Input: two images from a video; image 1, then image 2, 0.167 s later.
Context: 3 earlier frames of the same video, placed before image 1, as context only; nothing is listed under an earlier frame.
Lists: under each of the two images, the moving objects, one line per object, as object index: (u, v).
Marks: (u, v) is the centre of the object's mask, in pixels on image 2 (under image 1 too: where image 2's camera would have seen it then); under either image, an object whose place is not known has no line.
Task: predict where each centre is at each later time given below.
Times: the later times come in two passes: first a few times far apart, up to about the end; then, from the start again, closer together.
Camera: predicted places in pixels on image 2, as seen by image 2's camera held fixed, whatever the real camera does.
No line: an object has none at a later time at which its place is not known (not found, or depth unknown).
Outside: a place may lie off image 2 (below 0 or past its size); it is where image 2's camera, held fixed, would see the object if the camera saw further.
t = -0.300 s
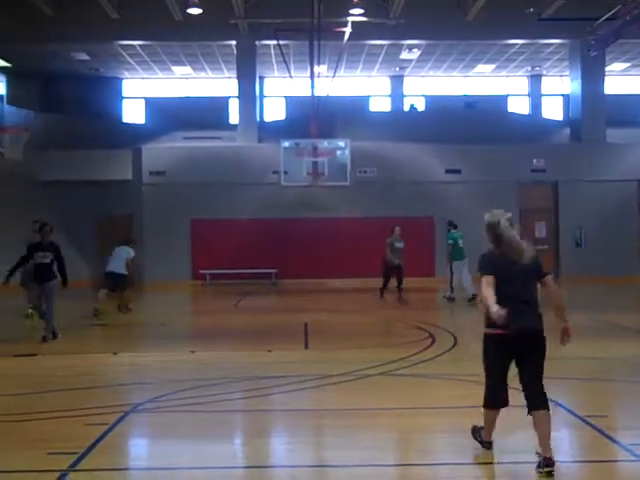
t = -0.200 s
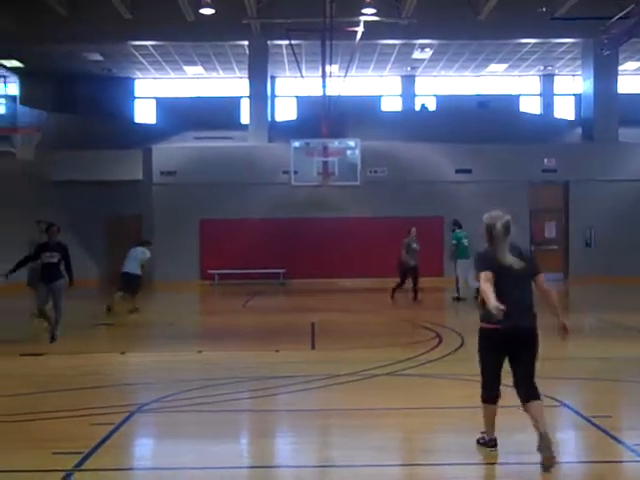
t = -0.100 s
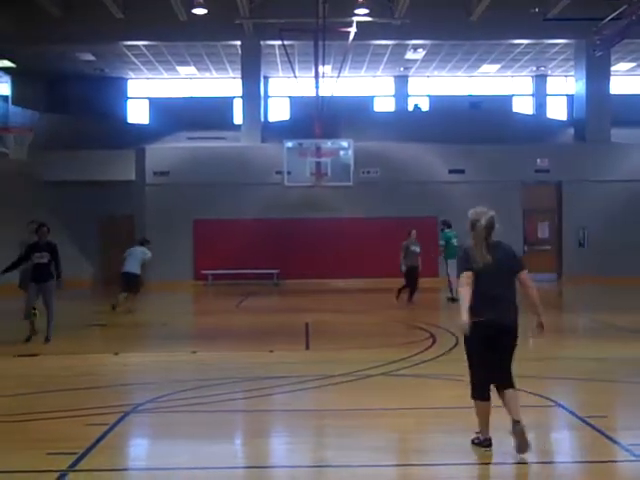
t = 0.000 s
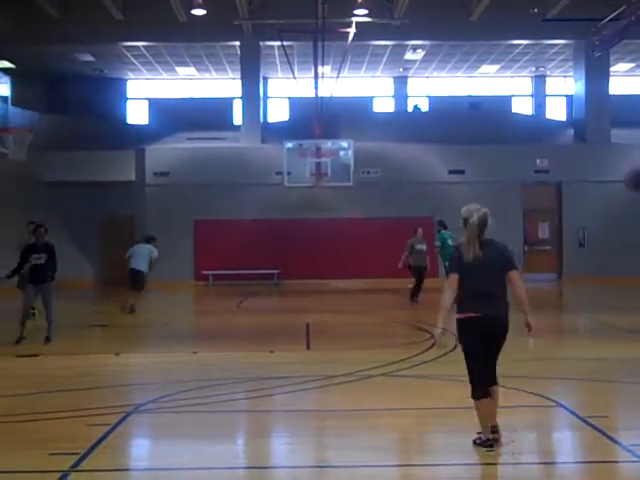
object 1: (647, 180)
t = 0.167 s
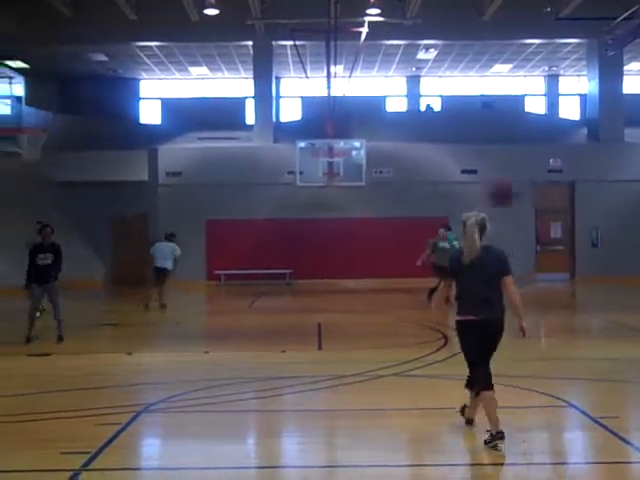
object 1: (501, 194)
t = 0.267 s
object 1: (412, 214)
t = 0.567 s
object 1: (190, 335)
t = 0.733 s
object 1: (111, 342)
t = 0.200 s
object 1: (470, 200)
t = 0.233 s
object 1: (440, 209)
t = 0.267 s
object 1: (412, 214)
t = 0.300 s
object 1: (386, 224)
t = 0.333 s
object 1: (361, 240)
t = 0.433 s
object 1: (286, 275)
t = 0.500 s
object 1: (237, 302)
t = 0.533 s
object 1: (213, 317)
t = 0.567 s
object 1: (190, 335)
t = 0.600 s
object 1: (166, 351)
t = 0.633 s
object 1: (143, 371)
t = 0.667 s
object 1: (130, 369)
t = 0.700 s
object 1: (121, 355)
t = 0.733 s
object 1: (111, 342)
